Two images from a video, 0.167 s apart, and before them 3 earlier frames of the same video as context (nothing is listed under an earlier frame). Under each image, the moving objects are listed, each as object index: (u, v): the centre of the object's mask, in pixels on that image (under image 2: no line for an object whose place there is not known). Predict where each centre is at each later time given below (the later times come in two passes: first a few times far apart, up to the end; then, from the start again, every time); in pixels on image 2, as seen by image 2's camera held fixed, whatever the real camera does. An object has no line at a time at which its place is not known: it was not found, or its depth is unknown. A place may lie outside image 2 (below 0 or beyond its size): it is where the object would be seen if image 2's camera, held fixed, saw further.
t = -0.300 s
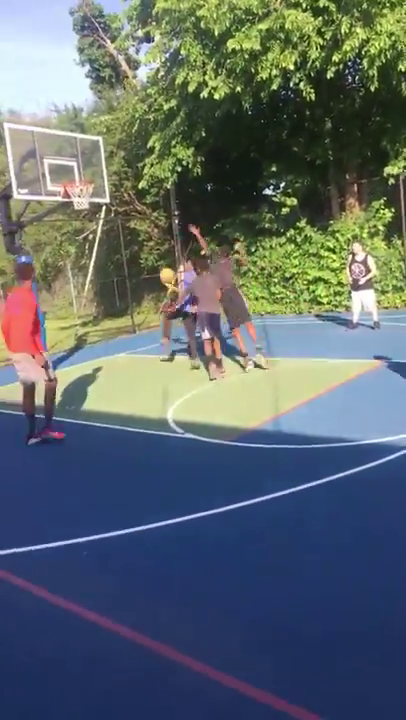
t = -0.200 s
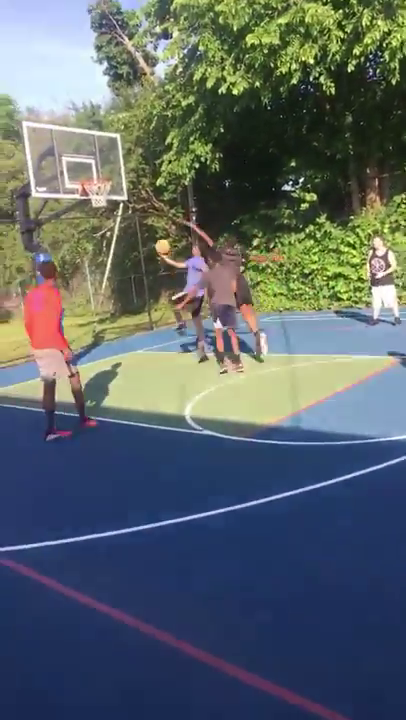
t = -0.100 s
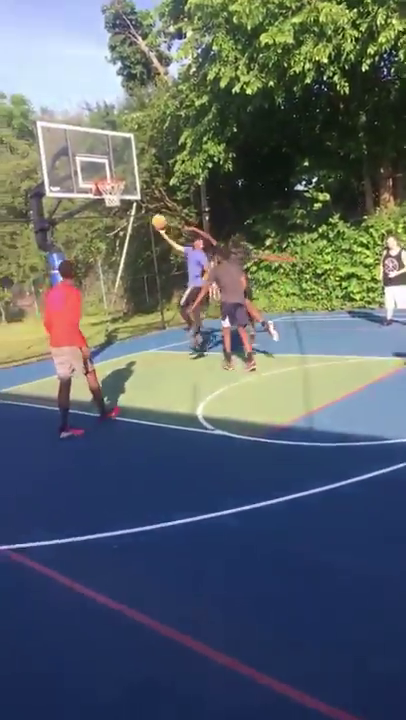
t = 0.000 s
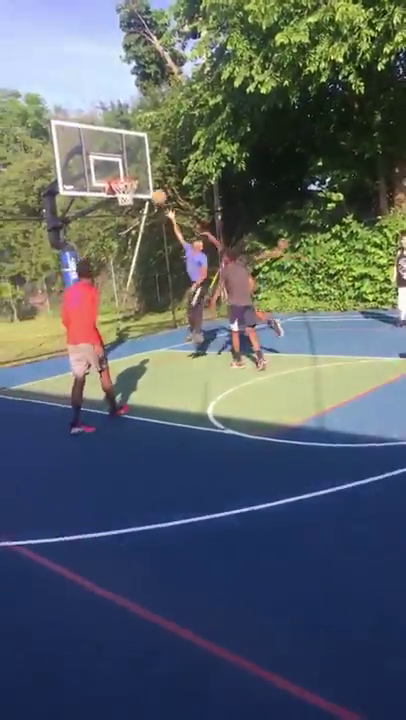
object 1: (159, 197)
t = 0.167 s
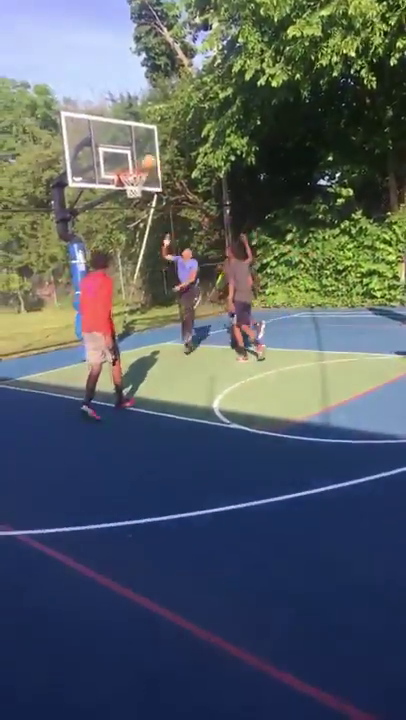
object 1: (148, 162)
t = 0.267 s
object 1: (139, 153)
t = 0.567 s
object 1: (124, 156)
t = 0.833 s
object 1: (138, 180)
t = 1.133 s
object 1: (137, 184)
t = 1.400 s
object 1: (130, 189)
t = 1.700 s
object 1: (139, 199)
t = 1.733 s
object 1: (141, 205)
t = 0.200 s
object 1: (145, 158)
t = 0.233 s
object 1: (142, 155)
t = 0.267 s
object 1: (139, 153)
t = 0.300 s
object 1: (136, 152)
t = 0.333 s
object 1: (133, 152)
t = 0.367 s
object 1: (129, 152)
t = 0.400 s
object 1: (126, 152)
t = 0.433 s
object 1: (125, 153)
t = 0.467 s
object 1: (125, 153)
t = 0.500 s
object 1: (124, 153)
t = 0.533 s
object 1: (124, 155)
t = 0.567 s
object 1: (124, 156)
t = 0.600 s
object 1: (124, 159)
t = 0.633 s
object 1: (123, 164)
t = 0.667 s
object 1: (123, 168)
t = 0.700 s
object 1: (125, 167)
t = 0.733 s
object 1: (130, 170)
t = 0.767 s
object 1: (132, 174)
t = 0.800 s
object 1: (134, 182)
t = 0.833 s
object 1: (138, 180)
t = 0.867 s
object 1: (139, 180)
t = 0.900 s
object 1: (140, 180)
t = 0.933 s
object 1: (141, 180)
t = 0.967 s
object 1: (141, 180)
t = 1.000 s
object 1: (141, 181)
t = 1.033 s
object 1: (141, 183)
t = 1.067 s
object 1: (140, 184)
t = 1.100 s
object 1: (139, 184)
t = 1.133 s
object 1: (137, 184)
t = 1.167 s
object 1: (135, 187)
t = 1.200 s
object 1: (134, 187)
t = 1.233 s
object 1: (133, 187)
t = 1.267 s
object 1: (131, 188)
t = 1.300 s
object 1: (131, 189)
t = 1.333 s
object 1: (130, 189)
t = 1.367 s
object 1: (130, 190)
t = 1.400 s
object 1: (130, 189)
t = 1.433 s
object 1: (131, 189)
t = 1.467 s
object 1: (132, 191)
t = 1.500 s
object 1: (133, 191)
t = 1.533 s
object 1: (133, 192)
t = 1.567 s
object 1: (134, 192)
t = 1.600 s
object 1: (135, 192)
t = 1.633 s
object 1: (136, 195)
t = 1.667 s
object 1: (138, 197)
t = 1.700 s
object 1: (139, 199)
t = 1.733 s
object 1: (141, 205)
